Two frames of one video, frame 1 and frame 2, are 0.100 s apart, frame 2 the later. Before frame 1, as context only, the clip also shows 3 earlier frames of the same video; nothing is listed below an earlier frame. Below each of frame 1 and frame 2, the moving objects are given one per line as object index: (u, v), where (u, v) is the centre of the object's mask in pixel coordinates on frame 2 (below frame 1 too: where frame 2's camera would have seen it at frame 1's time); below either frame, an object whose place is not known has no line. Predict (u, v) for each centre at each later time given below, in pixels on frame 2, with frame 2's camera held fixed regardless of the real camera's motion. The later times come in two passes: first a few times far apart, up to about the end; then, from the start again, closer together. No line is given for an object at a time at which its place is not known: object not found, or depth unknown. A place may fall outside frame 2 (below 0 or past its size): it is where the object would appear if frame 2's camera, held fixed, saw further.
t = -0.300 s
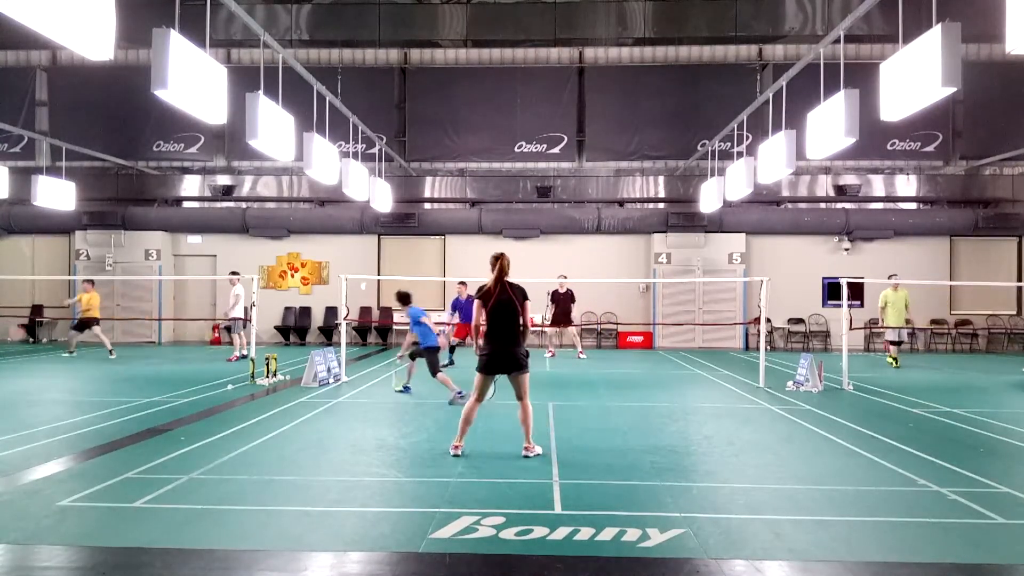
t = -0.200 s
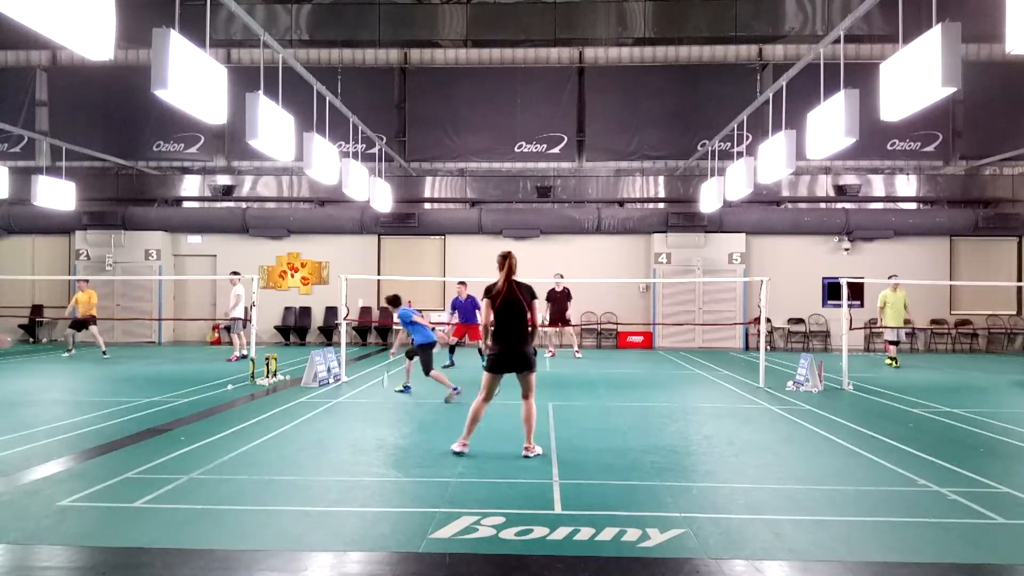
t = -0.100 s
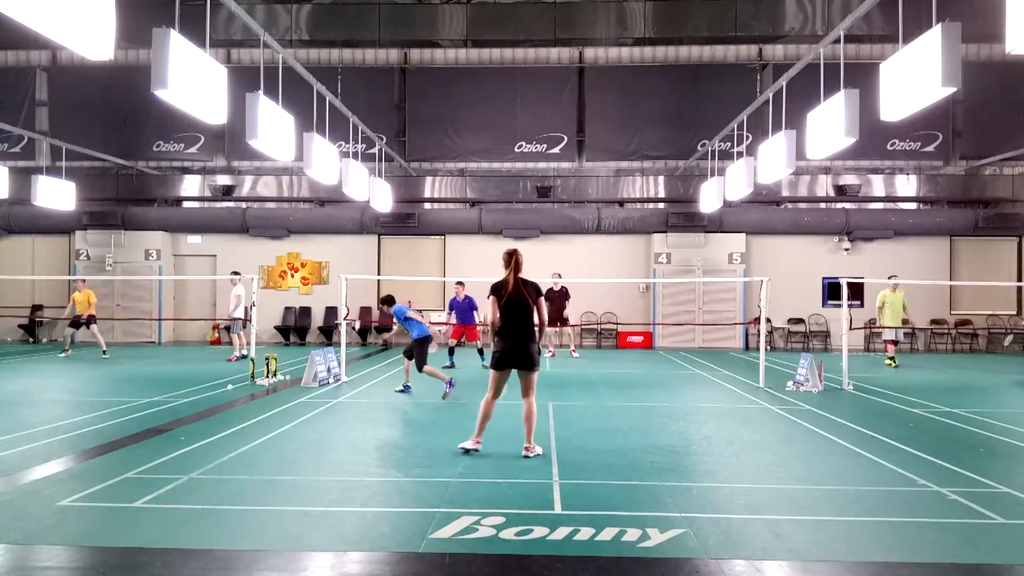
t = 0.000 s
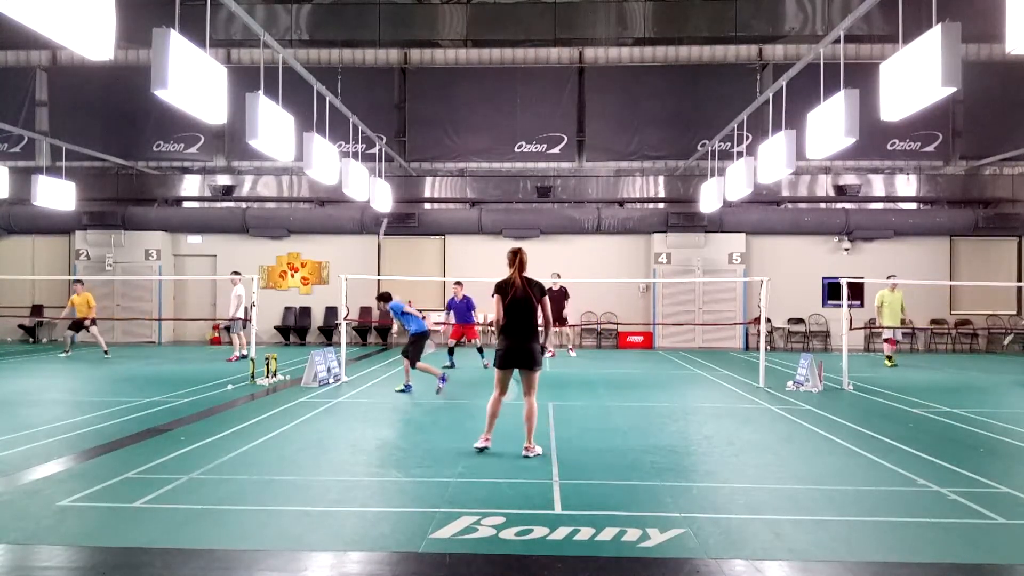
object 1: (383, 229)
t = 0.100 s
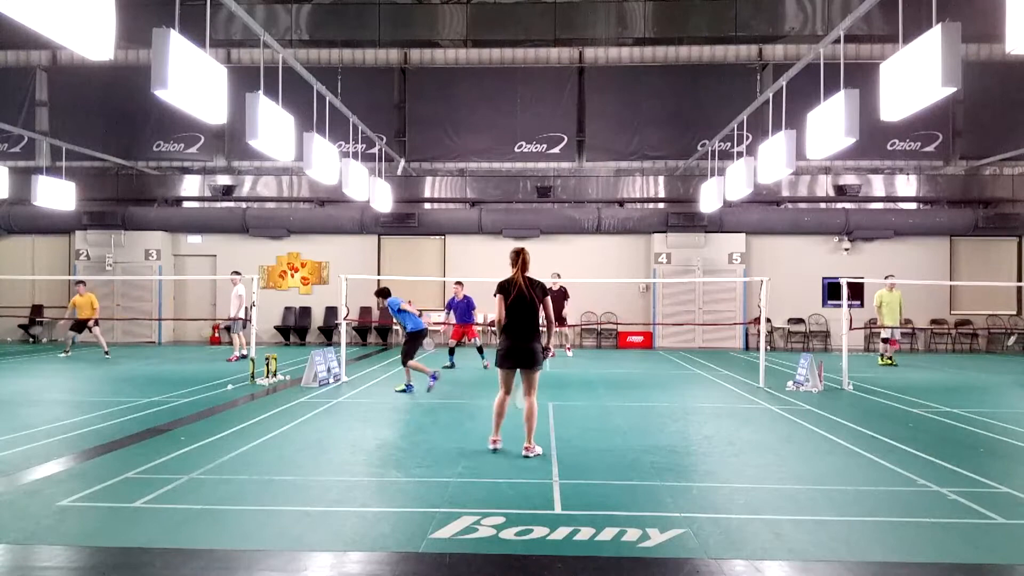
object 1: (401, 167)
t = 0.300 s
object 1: (422, 103)
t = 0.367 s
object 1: (428, 92)
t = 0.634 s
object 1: (443, 78)
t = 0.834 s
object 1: (454, 91)
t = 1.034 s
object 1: (463, 119)
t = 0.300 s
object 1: (422, 103)
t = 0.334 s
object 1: (425, 97)
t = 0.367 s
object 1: (428, 92)
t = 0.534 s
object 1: (438, 79)
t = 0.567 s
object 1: (440, 78)
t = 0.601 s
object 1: (442, 78)
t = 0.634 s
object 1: (443, 78)
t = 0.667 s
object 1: (445, 80)
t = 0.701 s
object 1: (447, 81)
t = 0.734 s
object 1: (449, 83)
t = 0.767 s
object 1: (450, 85)
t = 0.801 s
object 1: (452, 88)
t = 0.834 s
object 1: (454, 91)
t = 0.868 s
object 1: (455, 95)
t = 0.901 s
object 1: (457, 99)
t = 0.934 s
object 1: (458, 104)
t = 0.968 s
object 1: (460, 109)
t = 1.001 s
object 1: (461, 114)
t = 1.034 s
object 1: (463, 119)
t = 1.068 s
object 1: (464, 126)
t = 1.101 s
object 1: (465, 131)
